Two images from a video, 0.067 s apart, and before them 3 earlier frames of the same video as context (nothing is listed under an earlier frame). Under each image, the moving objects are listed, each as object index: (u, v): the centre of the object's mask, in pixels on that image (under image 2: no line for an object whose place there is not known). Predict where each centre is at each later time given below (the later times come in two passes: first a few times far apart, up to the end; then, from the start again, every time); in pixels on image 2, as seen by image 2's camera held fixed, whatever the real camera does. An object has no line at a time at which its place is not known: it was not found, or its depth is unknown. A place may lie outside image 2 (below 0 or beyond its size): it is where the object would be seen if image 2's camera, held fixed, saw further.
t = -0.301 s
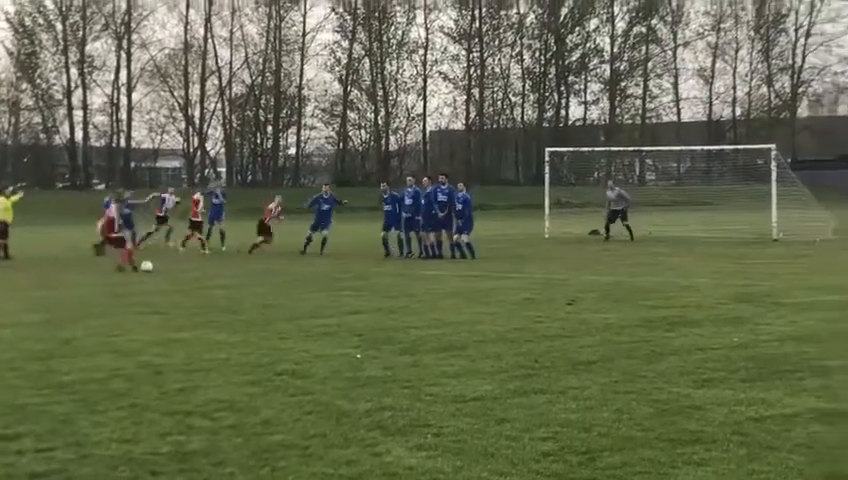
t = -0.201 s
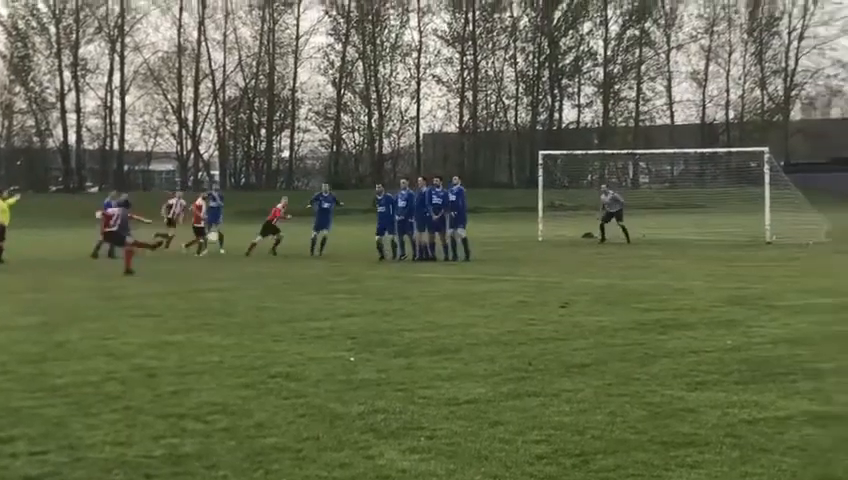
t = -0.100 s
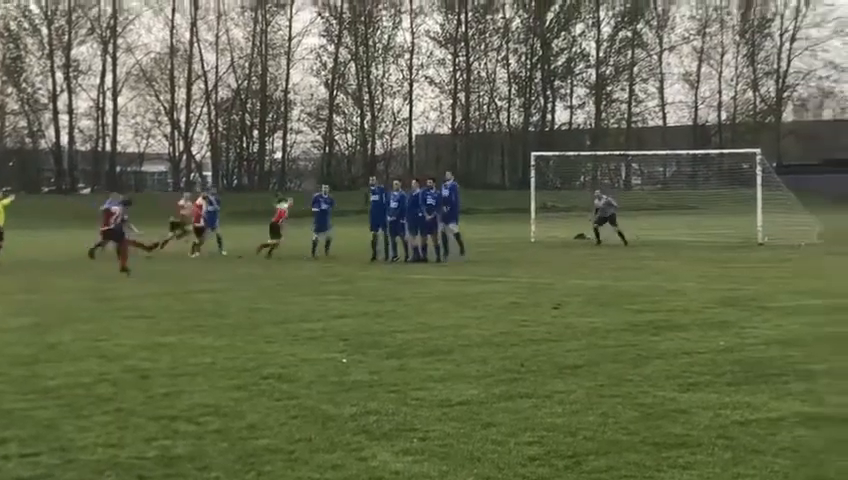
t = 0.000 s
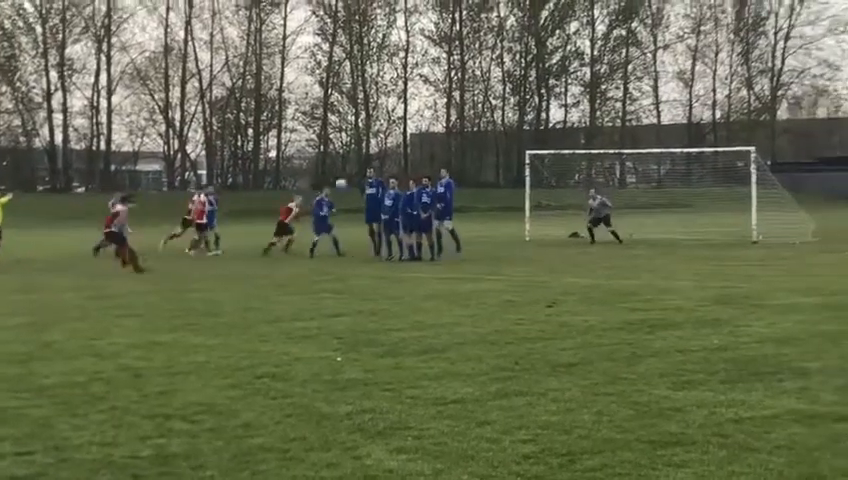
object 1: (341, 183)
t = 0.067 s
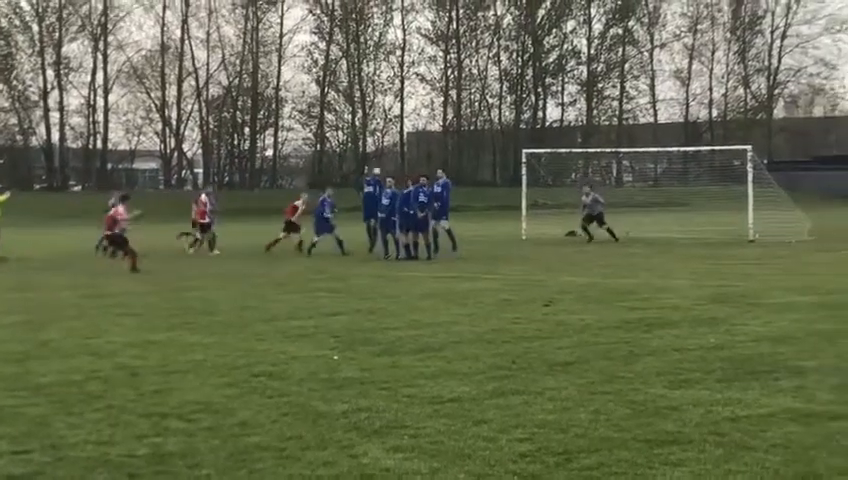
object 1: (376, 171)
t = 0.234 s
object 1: (447, 156)
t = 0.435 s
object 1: (509, 156)
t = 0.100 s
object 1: (390, 167)
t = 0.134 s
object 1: (405, 163)
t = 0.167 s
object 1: (420, 160)
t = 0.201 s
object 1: (434, 158)
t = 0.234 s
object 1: (447, 156)
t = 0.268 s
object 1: (459, 155)
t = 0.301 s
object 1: (470, 154)
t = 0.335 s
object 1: (481, 154)
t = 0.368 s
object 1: (491, 155)
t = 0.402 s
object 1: (500, 156)
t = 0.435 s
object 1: (509, 156)
